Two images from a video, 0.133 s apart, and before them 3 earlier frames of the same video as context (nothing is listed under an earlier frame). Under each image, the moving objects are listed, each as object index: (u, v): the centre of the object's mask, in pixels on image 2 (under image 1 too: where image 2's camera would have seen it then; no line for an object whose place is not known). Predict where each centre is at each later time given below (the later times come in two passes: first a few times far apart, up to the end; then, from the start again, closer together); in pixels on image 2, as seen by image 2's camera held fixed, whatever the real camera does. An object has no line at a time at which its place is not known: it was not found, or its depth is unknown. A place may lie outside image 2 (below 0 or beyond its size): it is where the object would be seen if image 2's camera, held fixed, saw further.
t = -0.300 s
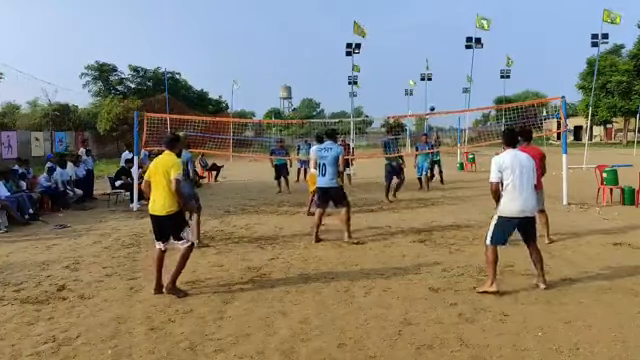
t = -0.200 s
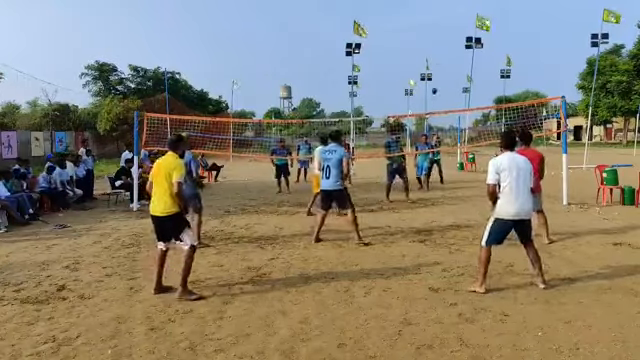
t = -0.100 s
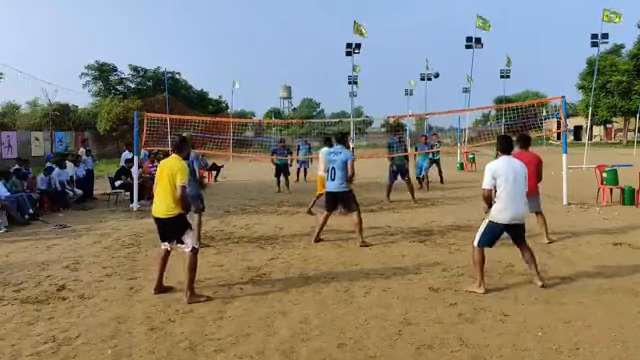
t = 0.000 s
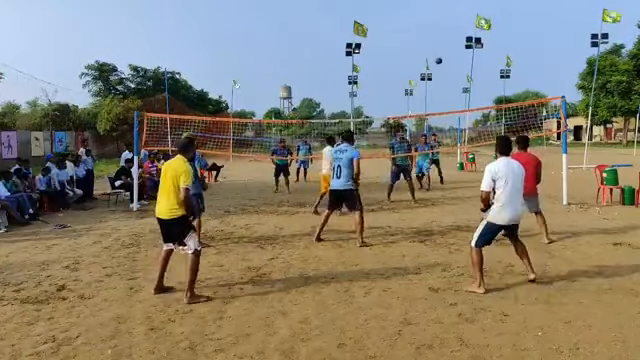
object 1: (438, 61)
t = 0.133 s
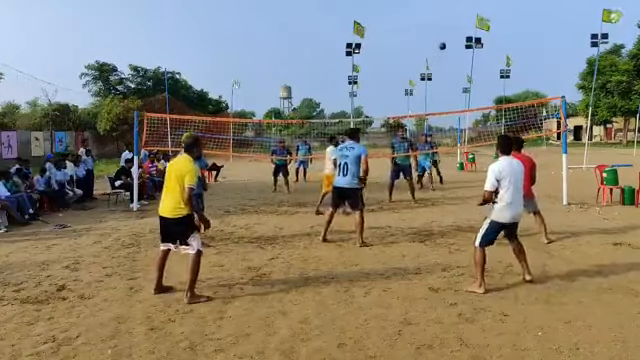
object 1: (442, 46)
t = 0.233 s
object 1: (446, 38)
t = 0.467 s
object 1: (455, 38)
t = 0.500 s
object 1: (457, 41)
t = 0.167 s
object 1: (443, 43)
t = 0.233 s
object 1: (446, 38)
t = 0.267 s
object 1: (447, 37)
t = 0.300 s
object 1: (448, 35)
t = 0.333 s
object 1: (449, 35)
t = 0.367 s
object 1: (450, 34)
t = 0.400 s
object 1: (452, 35)
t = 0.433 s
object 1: (454, 36)
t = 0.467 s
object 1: (455, 38)
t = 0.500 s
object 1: (457, 41)
